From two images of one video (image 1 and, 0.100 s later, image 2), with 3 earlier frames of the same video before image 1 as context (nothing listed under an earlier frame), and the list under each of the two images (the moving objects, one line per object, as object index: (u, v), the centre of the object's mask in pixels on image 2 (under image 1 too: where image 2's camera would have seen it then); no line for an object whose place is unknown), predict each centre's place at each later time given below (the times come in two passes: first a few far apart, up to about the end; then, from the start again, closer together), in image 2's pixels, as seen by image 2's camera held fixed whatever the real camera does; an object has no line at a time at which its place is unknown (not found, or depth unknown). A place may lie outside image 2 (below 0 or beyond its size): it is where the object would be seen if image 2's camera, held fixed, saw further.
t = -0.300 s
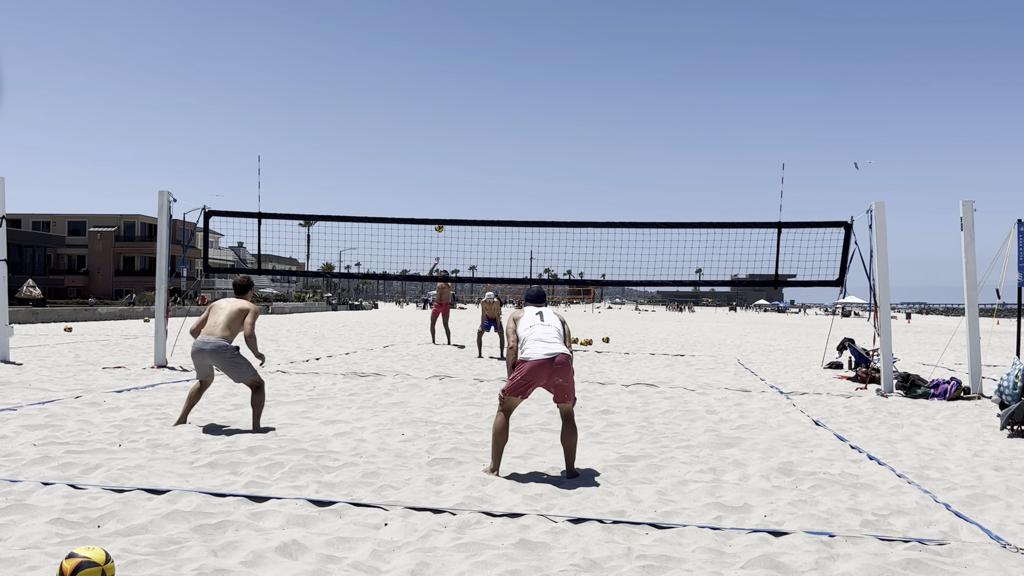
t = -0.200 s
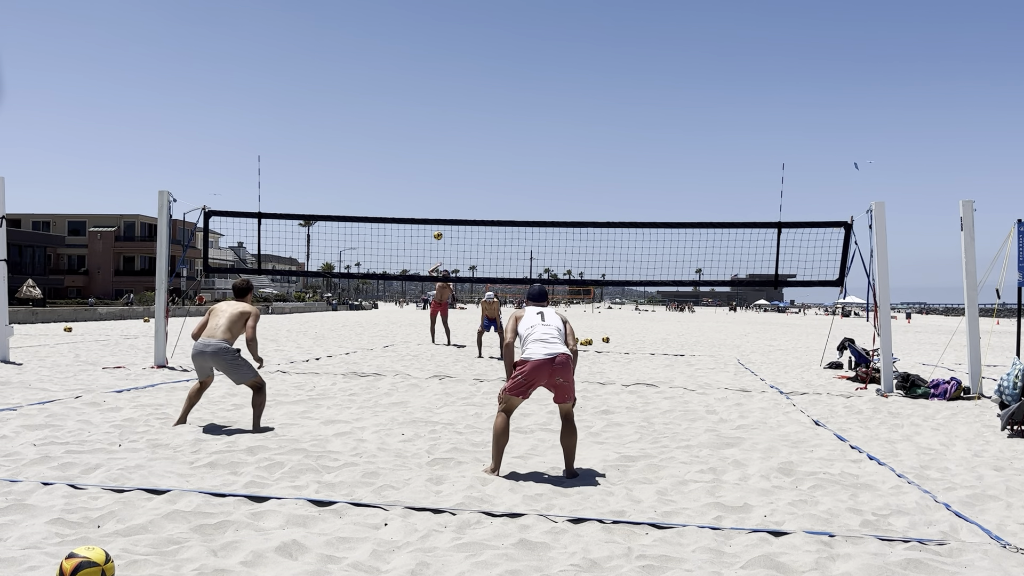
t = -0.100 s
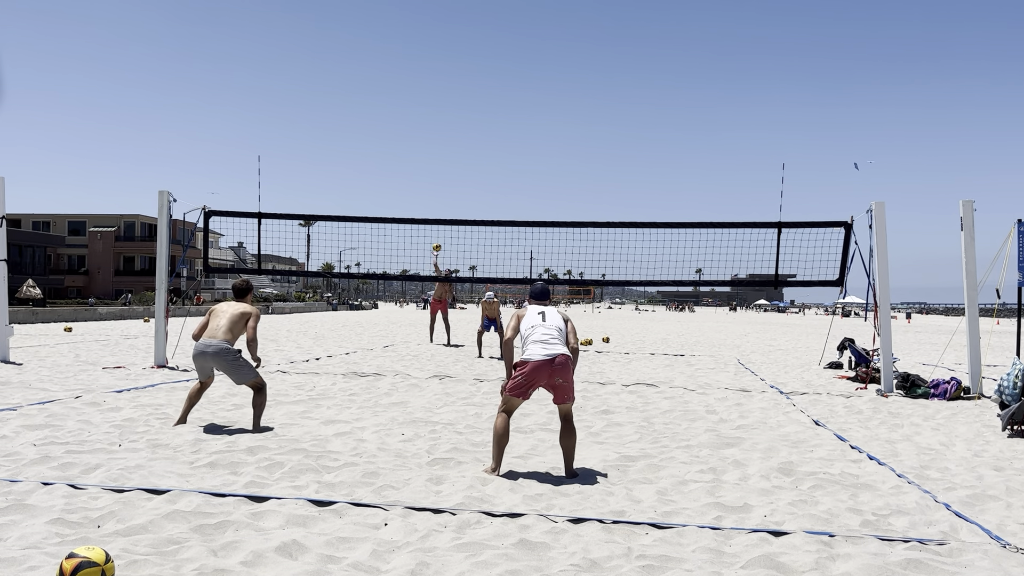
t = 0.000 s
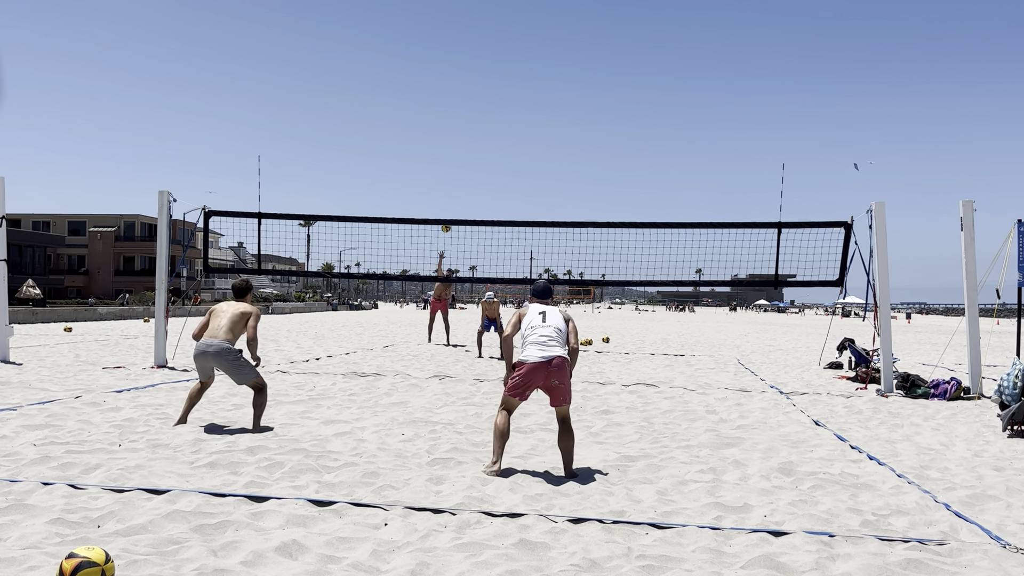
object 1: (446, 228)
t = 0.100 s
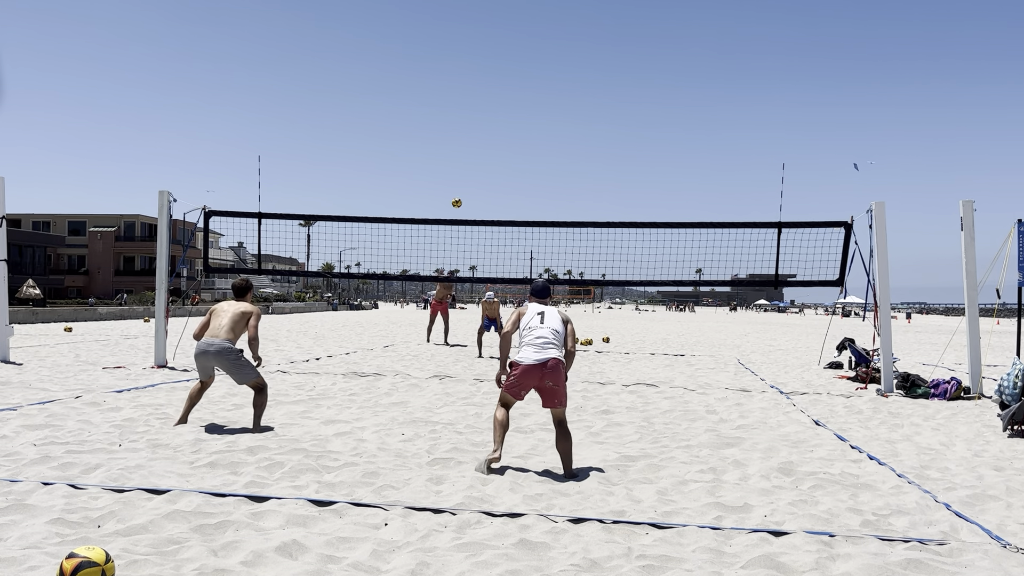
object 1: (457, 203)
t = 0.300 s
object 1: (483, 157)
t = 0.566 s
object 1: (528, 107)
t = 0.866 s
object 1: (601, 78)
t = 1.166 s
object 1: (715, 133)
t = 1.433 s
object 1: (894, 370)
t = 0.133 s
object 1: (460, 195)
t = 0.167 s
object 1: (464, 187)
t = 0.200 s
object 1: (469, 179)
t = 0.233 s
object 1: (473, 172)
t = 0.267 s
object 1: (478, 165)
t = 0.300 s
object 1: (483, 157)
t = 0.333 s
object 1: (488, 150)
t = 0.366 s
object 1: (493, 143)
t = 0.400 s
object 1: (498, 137)
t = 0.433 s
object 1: (504, 130)
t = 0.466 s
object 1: (510, 124)
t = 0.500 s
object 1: (515, 118)
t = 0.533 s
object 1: (521, 112)
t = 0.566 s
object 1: (528, 107)
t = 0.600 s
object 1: (534, 102)
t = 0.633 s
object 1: (542, 97)
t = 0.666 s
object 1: (549, 93)
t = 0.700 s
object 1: (556, 89)
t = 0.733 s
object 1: (565, 85)
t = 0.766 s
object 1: (573, 82)
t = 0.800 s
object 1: (582, 80)
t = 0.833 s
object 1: (591, 79)
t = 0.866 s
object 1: (601, 78)
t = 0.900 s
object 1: (611, 78)
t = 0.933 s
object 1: (622, 79)
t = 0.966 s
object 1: (633, 82)
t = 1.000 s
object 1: (645, 86)
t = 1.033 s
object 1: (658, 92)
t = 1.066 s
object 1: (671, 99)
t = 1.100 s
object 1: (685, 109)
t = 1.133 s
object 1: (699, 120)
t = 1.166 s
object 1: (715, 133)
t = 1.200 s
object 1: (731, 150)
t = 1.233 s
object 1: (749, 169)
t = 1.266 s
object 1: (768, 191)
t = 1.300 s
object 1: (789, 217)
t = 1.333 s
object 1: (812, 248)
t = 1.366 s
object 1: (836, 282)
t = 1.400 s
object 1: (863, 323)
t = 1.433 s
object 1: (894, 370)
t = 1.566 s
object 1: (1016, 567)
